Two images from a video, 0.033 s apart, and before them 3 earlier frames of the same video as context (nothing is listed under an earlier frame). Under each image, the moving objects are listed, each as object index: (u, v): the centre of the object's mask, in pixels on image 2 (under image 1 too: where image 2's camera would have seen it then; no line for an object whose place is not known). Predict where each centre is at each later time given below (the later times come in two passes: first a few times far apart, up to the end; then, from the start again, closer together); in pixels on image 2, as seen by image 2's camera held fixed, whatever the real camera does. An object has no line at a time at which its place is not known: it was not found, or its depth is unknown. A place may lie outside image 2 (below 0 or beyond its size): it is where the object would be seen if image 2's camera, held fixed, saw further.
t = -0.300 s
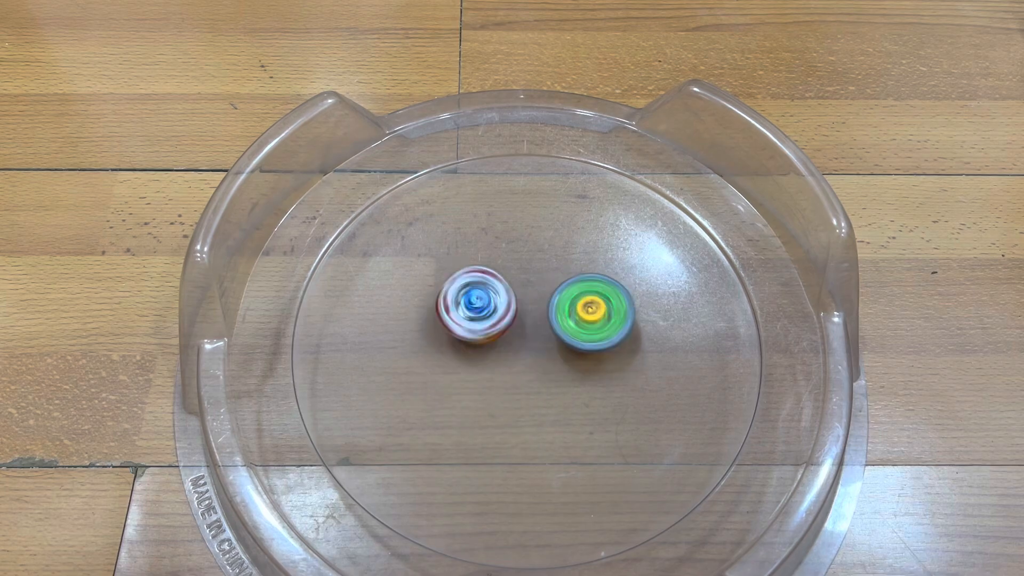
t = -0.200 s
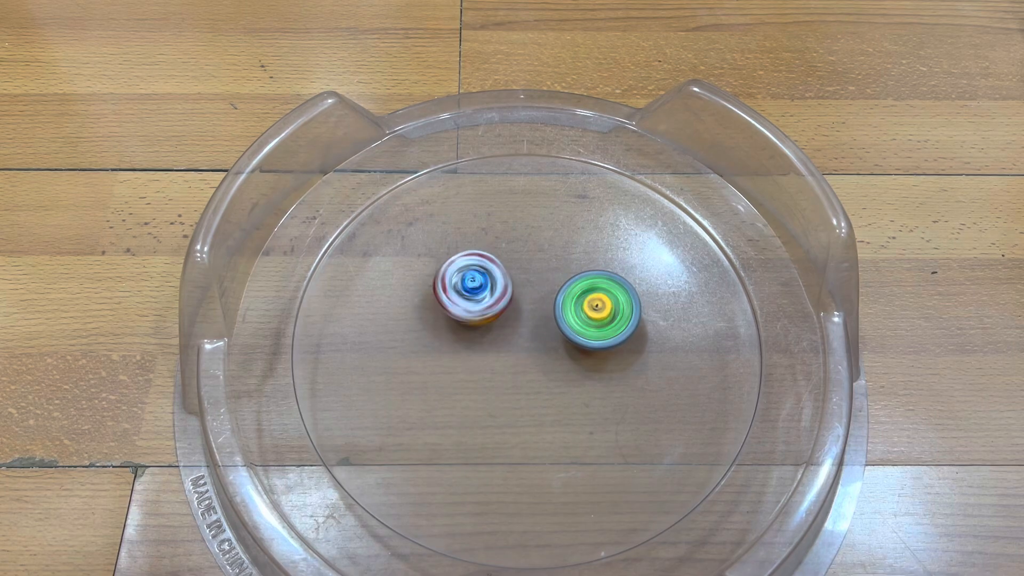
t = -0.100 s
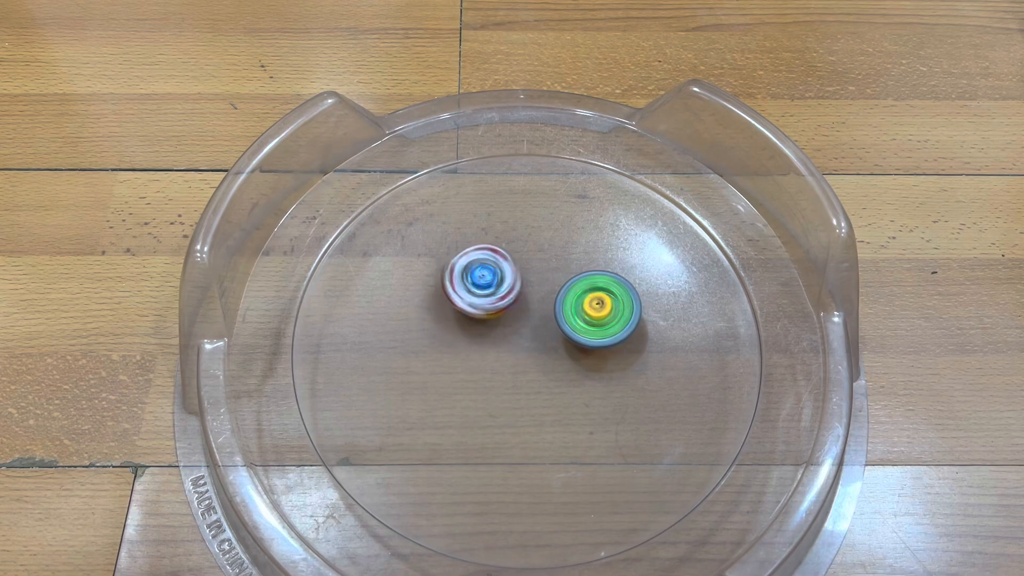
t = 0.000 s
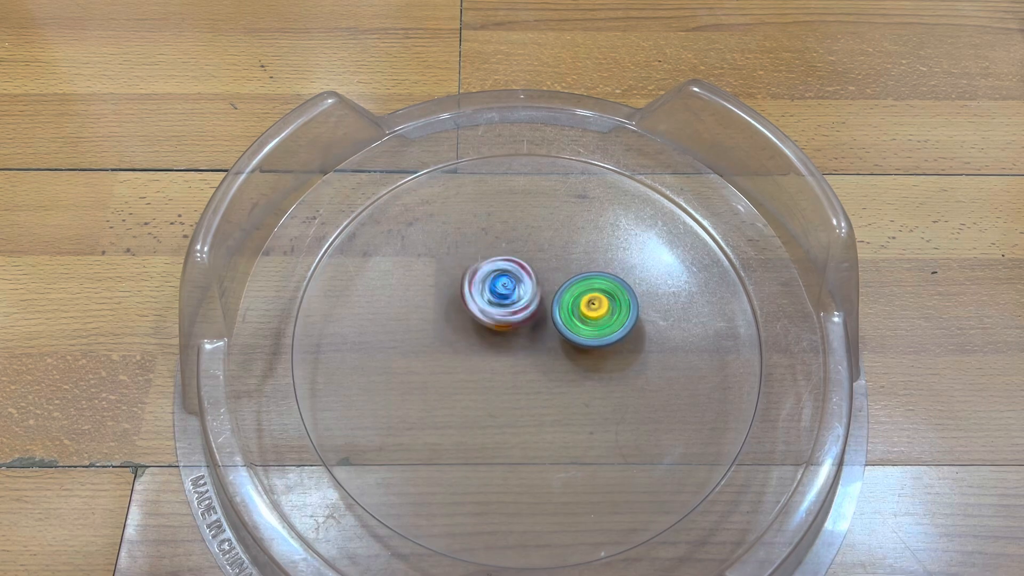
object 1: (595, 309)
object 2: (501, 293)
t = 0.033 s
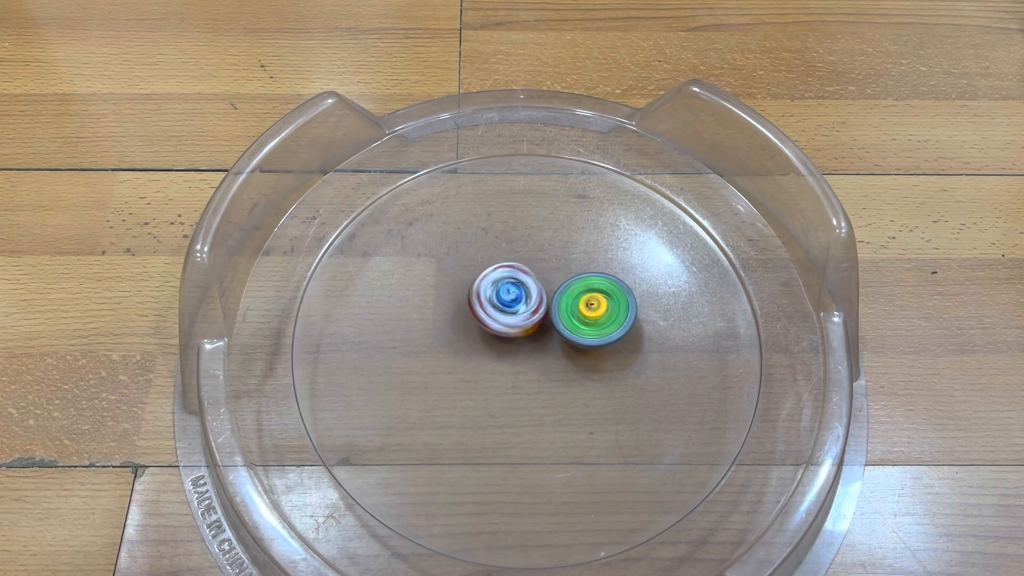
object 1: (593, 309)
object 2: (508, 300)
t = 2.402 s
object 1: (564, 296)
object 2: (464, 285)
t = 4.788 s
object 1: (567, 294)
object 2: (448, 336)
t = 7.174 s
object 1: (516, 289)
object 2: (561, 345)
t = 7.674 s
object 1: (486, 268)
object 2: (538, 366)
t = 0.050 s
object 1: (593, 310)
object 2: (510, 303)
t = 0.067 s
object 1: (596, 311)
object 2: (509, 306)
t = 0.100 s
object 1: (601, 312)
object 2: (504, 315)
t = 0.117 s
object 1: (601, 312)
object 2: (501, 318)
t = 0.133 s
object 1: (600, 312)
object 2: (499, 321)
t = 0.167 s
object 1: (599, 313)
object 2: (494, 328)
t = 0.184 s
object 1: (598, 313)
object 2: (491, 331)
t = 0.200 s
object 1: (598, 313)
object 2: (490, 333)
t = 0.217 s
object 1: (597, 313)
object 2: (488, 335)
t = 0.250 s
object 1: (596, 314)
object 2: (482, 340)
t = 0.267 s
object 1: (595, 314)
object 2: (480, 341)
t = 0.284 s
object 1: (594, 314)
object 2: (477, 343)
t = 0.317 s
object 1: (592, 314)
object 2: (474, 345)
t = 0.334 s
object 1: (591, 314)
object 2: (472, 347)
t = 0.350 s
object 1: (590, 314)
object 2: (471, 347)
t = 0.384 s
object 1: (587, 314)
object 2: (469, 349)
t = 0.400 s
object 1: (586, 314)
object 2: (469, 350)
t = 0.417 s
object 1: (585, 314)
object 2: (470, 351)
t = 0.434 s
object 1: (584, 314)
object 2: (470, 352)
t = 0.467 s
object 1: (581, 313)
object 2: (471, 353)
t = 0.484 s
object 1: (580, 313)
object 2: (471, 354)
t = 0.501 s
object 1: (579, 313)
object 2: (473, 355)
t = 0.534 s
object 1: (576, 312)
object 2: (476, 355)
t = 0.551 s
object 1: (575, 312)
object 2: (478, 356)
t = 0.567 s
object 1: (573, 312)
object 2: (480, 357)
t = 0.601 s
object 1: (571, 311)
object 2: (484, 357)
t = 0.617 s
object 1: (569, 311)
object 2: (487, 358)
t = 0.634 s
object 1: (568, 310)
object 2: (490, 360)
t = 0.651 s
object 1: (567, 310)
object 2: (493, 361)
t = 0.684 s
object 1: (564, 309)
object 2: (497, 364)
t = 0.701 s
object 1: (563, 308)
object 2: (500, 365)
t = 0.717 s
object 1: (562, 307)
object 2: (501, 366)
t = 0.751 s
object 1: (559, 306)
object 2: (505, 369)
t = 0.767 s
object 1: (558, 305)
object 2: (507, 368)
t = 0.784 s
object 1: (557, 305)
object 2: (509, 367)
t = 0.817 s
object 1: (554, 303)
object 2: (513, 368)
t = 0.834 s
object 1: (554, 302)
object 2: (516, 368)
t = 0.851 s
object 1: (552, 301)
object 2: (518, 368)
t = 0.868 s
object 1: (553, 297)
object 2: (520, 369)
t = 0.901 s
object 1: (555, 288)
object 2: (525, 372)
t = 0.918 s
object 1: (555, 285)
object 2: (527, 373)
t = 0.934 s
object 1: (556, 283)
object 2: (530, 375)
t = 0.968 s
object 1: (556, 280)
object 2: (532, 375)
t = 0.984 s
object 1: (555, 278)
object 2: (532, 376)
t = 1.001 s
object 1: (554, 277)
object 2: (534, 377)
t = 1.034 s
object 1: (553, 275)
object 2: (536, 377)
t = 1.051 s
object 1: (553, 274)
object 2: (536, 378)
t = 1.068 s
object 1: (553, 272)
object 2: (537, 377)
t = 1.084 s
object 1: (553, 271)
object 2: (538, 378)
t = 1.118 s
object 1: (552, 269)
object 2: (541, 378)
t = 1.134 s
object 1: (552, 268)
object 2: (541, 377)
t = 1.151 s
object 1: (552, 267)
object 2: (542, 377)
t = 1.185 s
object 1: (552, 265)
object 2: (542, 375)
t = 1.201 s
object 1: (552, 265)
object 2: (541, 376)
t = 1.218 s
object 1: (552, 264)
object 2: (543, 375)
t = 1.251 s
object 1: (553, 262)
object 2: (544, 370)
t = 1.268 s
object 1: (553, 262)
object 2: (542, 370)
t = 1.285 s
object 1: (553, 261)
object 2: (542, 369)
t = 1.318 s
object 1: (554, 260)
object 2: (543, 366)
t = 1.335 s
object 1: (554, 259)
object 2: (542, 365)
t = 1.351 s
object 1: (555, 259)
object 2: (541, 363)
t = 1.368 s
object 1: (555, 259)
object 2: (541, 361)
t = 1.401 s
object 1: (555, 259)
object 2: (540, 357)
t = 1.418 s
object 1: (556, 259)
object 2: (539, 355)
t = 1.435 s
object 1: (556, 259)
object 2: (538, 353)
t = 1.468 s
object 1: (557, 259)
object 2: (536, 349)
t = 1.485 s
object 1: (557, 259)
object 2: (535, 348)
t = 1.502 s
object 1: (557, 260)
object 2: (536, 346)
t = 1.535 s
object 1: (558, 260)
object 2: (534, 341)
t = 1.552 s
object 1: (558, 261)
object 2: (533, 339)
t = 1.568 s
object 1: (557, 262)
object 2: (533, 338)
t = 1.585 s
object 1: (558, 261)
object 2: (530, 336)
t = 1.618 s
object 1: (565, 255)
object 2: (520, 338)
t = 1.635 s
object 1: (567, 255)
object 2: (517, 338)
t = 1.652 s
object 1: (566, 256)
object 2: (513, 337)
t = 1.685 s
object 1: (565, 257)
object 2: (505, 335)
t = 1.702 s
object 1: (565, 258)
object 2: (502, 334)
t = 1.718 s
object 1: (566, 258)
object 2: (498, 333)
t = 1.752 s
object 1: (566, 260)
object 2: (490, 329)
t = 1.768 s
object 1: (565, 261)
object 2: (487, 326)
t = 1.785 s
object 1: (564, 261)
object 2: (485, 324)
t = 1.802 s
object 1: (564, 262)
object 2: (483, 321)
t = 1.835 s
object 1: (563, 263)
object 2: (481, 317)
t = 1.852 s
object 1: (563, 264)
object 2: (480, 314)
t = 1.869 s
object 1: (562, 265)
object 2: (479, 312)
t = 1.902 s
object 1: (560, 267)
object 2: (480, 308)
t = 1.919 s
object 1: (559, 267)
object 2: (480, 305)
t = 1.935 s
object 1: (559, 268)
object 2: (481, 304)
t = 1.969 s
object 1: (563, 269)
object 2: (479, 301)
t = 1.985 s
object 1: (564, 270)
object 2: (478, 299)
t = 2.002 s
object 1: (563, 272)
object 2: (477, 298)
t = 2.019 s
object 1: (561, 273)
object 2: (476, 297)
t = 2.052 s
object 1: (558, 274)
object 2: (476, 297)
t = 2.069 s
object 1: (558, 275)
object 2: (477, 296)
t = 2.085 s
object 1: (558, 275)
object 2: (476, 294)
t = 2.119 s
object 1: (562, 279)
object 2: (471, 292)
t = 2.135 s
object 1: (563, 281)
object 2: (470, 291)
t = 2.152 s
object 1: (561, 282)
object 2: (469, 291)
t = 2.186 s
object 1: (558, 283)
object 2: (469, 289)
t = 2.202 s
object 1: (558, 283)
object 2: (469, 289)
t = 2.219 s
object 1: (557, 283)
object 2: (469, 290)
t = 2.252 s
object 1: (556, 285)
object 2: (472, 291)
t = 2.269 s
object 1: (557, 286)
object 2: (470, 291)
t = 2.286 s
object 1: (563, 289)
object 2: (463, 288)
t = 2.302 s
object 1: (567, 291)
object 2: (460, 287)
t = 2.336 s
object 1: (570, 295)
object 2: (459, 286)
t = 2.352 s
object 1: (568, 296)
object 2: (460, 285)
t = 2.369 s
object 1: (566, 297)
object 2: (460, 285)
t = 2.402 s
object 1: (564, 296)
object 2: (464, 285)
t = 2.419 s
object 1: (564, 296)
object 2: (466, 287)
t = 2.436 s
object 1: (564, 296)
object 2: (468, 288)
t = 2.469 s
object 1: (563, 298)
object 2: (472, 291)
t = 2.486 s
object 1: (561, 298)
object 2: (476, 293)
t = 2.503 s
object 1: (562, 298)
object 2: (477, 295)
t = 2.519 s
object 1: (566, 300)
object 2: (477, 296)
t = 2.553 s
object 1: (571, 303)
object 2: (480, 300)
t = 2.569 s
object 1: (570, 304)
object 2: (482, 303)
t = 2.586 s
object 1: (569, 305)
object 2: (485, 306)
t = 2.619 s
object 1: (576, 306)
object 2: (479, 310)
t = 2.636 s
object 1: (578, 307)
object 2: (476, 312)
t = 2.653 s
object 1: (579, 308)
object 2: (474, 315)
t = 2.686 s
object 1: (577, 309)
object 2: (469, 321)
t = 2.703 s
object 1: (576, 309)
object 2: (467, 324)
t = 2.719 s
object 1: (575, 308)
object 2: (464, 325)
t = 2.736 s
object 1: (575, 307)
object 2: (463, 327)
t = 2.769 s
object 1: (576, 308)
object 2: (459, 331)
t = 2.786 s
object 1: (576, 309)
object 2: (458, 332)
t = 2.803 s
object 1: (575, 309)
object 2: (458, 333)
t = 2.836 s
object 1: (572, 308)
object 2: (456, 335)
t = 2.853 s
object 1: (572, 308)
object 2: (457, 337)
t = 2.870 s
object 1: (572, 308)
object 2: (459, 338)
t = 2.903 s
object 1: (572, 308)
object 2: (461, 341)
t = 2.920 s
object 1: (571, 309)
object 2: (462, 343)
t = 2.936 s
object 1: (569, 308)
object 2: (463, 344)
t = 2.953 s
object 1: (568, 307)
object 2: (465, 344)
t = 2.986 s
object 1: (568, 306)
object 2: (469, 348)
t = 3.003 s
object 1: (568, 307)
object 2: (472, 350)
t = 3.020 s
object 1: (568, 307)
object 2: (475, 352)
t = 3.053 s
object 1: (566, 307)
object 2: (479, 354)
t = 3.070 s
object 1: (565, 306)
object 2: (481, 356)
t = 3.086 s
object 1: (565, 306)
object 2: (484, 357)
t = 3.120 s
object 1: (564, 305)
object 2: (491, 361)
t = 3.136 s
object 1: (564, 305)
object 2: (495, 363)
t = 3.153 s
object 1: (563, 305)
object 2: (497, 365)
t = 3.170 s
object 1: (563, 305)
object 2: (499, 367)
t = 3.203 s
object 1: (562, 303)
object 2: (507, 371)
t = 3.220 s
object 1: (562, 303)
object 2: (509, 372)
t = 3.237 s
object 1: (561, 303)
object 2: (512, 374)
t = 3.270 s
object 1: (561, 303)
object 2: (518, 378)
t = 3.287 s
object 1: (560, 302)
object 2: (520, 380)
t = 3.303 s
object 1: (559, 301)
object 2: (522, 381)
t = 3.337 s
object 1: (559, 300)
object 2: (525, 384)
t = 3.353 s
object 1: (559, 300)
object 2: (527, 386)
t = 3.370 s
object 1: (559, 300)
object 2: (529, 386)
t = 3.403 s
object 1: (558, 299)
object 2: (532, 388)
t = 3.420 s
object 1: (558, 298)
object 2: (532, 389)
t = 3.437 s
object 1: (558, 298)
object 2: (534, 390)
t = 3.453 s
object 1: (558, 298)
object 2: (534, 389)
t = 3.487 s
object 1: (557, 297)
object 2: (536, 389)
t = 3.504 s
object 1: (557, 296)
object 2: (536, 389)
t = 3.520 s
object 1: (557, 296)
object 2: (536, 390)
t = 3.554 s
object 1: (557, 295)
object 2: (536, 386)
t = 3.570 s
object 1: (557, 295)
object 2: (535, 384)
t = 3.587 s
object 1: (557, 295)
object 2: (536, 382)
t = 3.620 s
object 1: (557, 294)
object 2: (536, 379)
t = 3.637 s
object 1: (557, 294)
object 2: (536, 375)
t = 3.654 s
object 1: (557, 294)
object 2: (535, 372)
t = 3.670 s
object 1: (559, 291)
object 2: (534, 373)
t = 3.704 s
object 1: (563, 285)
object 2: (532, 375)
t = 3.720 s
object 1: (564, 285)
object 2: (530, 374)
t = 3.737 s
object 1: (565, 286)
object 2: (528, 373)
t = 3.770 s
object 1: (563, 287)
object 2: (524, 372)
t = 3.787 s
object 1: (562, 287)
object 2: (523, 372)
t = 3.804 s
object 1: (561, 286)
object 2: (521, 370)
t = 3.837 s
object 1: (561, 284)
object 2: (517, 366)
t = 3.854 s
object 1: (562, 284)
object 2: (515, 363)
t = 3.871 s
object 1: (563, 285)
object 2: (515, 362)
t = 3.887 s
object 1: (562, 286)
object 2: (513, 359)
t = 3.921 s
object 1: (561, 286)
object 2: (510, 352)
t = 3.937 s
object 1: (563, 285)
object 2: (508, 351)
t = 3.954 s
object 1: (564, 286)
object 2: (508, 349)
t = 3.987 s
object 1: (564, 288)
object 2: (504, 345)
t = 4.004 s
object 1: (563, 289)
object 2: (502, 344)
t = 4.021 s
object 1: (564, 289)
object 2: (497, 343)
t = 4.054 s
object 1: (563, 290)
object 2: (489, 341)
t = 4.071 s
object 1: (563, 290)
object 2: (485, 338)
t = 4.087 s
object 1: (562, 290)
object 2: (481, 336)
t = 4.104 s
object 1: (561, 290)
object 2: (477, 334)
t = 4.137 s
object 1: (560, 289)
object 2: (472, 328)
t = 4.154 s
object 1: (560, 288)
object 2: (470, 324)
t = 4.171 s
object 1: (560, 288)
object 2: (469, 321)
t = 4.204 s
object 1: (561, 288)
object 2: (468, 315)
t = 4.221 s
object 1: (560, 289)
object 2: (469, 312)
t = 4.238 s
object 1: (559, 289)
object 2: (470, 309)
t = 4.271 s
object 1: (558, 288)
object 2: (473, 305)
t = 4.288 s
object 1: (558, 287)
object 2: (477, 303)
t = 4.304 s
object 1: (568, 287)
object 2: (475, 300)
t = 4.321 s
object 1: (570, 289)
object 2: (474, 299)
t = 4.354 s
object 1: (570, 292)
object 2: (475, 298)
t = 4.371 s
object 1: (568, 293)
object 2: (474, 298)
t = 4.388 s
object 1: (566, 293)
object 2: (473, 299)
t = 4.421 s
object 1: (562, 291)
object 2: (474, 301)
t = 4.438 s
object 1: (563, 289)
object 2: (475, 301)
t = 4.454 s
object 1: (564, 289)
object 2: (477, 301)
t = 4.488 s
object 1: (566, 289)
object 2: (480, 303)
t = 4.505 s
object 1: (566, 290)
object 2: (481, 305)
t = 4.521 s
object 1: (565, 291)
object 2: (482, 307)
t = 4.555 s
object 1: (567, 292)
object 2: (482, 310)
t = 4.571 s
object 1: (568, 294)
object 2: (482, 312)
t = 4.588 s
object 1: (568, 296)
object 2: (484, 314)
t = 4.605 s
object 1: (566, 296)
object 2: (485, 315)
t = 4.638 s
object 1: (574, 295)
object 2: (476, 321)
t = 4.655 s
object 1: (576, 296)
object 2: (472, 325)
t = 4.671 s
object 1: (576, 298)
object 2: (469, 327)
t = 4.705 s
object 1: (572, 300)
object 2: (462, 330)
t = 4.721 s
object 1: (569, 300)
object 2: (459, 332)
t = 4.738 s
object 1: (567, 299)
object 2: (454, 334)
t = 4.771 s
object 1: (566, 295)
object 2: (449, 335)
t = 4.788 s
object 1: (567, 294)
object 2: (448, 336)
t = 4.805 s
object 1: (568, 293)
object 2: (446, 336)
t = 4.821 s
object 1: (568, 293)
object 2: (445, 337)
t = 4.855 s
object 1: (567, 294)
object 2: (446, 339)
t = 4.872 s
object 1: (567, 294)
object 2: (446, 340)
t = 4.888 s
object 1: (565, 293)
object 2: (446, 340)
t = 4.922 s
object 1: (565, 294)
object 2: (447, 342)
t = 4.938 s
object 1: (564, 294)
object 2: (449, 342)
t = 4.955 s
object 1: (563, 295)
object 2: (452, 343)
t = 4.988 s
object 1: (561, 295)
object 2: (456, 344)
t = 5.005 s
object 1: (561, 294)
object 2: (458, 345)
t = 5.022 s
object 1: (561, 294)
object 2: (462, 347)
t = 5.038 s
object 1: (559, 293)
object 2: (466, 347)
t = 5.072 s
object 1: (557, 293)
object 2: (472, 350)
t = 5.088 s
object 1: (555, 292)
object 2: (476, 352)
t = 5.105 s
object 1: (555, 291)
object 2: (480, 355)
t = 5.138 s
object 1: (555, 290)
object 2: (489, 359)
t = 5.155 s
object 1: (554, 290)
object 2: (491, 360)
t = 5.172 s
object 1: (552, 289)
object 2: (494, 362)
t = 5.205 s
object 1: (551, 287)
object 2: (502, 367)
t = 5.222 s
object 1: (552, 286)
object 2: (506, 369)
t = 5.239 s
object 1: (553, 287)
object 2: (509, 370)
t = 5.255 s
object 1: (554, 287)
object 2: (511, 372)
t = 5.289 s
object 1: (552, 286)
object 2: (518, 377)
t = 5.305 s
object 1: (552, 285)
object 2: (522, 379)
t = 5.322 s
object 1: (551, 286)
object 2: (525, 381)
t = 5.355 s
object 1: (550, 286)
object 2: (529, 384)
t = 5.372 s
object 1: (549, 287)
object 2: (532, 386)
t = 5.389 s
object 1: (548, 287)
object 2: (535, 388)
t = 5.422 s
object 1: (544, 287)
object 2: (539, 390)
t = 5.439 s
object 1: (542, 286)
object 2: (540, 390)
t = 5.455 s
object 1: (542, 285)
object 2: (541, 391)
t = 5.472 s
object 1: (541, 284)
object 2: (542, 393)
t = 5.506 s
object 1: (540, 282)
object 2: (544, 391)
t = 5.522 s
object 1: (540, 282)
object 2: (544, 390)
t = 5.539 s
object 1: (540, 282)
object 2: (544, 390)
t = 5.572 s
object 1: (539, 281)
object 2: (545, 387)
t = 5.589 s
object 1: (538, 280)
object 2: (546, 386)
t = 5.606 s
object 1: (538, 280)
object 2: (546, 383)
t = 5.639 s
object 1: (538, 283)
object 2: (547, 379)
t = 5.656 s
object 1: (537, 283)
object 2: (548, 375)
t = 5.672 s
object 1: (536, 284)
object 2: (550, 374)
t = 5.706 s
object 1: (534, 283)
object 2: (553, 369)
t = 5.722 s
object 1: (533, 284)
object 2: (553, 367)
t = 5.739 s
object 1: (532, 284)
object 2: (554, 365)
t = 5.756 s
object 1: (532, 285)
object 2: (554, 361)
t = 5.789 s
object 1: (531, 285)
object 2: (555, 358)
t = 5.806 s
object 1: (531, 284)
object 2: (556, 357)
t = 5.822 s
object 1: (530, 284)
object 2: (555, 353)
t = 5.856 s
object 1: (530, 284)
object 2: (554, 352)
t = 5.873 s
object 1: (529, 278)
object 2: (556, 356)
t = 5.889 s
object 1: (525, 272)
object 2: (556, 357)
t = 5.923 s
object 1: (518, 264)
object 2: (554, 357)
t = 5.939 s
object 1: (514, 262)
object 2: (554, 357)
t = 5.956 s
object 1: (509, 259)
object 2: (552, 356)
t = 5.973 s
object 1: (504, 258)
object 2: (552, 357)
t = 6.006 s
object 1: (497, 255)
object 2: (552, 355)
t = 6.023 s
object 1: (493, 254)
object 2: (551, 353)
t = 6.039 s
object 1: (491, 252)
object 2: (548, 352)
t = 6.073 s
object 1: (488, 248)
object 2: (546, 354)
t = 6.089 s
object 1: (487, 247)
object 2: (547, 353)
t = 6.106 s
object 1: (487, 246)
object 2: (546, 352)
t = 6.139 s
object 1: (486, 246)
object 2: (540, 349)
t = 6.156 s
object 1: (487, 246)
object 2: (538, 349)
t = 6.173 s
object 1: (486, 247)
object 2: (536, 348)
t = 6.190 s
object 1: (485, 248)
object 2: (534, 347)
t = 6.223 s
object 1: (483, 248)
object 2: (528, 342)
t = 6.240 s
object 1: (482, 248)
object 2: (526, 339)
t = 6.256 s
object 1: (482, 247)
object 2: (524, 336)
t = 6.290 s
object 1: (480, 249)
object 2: (522, 331)
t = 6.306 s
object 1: (480, 250)
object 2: (521, 329)
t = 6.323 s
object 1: (479, 251)
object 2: (521, 326)
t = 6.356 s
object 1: (479, 253)
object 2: (521, 320)
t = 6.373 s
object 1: (480, 253)
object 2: (520, 317)
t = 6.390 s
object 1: (480, 252)
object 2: (522, 315)
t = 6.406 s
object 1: (481, 251)
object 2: (522, 313)
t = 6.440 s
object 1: (482, 253)
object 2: (525, 309)
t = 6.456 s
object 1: (482, 253)
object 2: (525, 306)
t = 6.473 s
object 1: (482, 253)
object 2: (527, 303)
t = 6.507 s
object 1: (481, 253)
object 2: (529, 298)
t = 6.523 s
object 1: (481, 253)
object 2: (530, 297)
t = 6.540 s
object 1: (481, 254)
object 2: (532, 296)
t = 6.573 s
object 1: (477, 254)
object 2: (538, 295)
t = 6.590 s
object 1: (475, 256)
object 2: (541, 295)
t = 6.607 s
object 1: (473, 257)
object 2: (542, 295)
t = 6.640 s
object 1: (470, 260)
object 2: (546, 297)
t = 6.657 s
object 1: (468, 261)
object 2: (548, 299)
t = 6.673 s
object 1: (467, 261)
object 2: (550, 301)
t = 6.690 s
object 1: (466, 261)
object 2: (552, 303)
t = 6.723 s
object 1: (465, 261)
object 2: (553, 307)
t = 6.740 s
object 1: (465, 260)
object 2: (553, 308)
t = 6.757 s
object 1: (464, 261)
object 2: (554, 310)
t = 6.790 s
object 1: (466, 262)
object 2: (552, 315)
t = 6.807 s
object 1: (467, 263)
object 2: (552, 318)
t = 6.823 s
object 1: (469, 265)
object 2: (554, 319)
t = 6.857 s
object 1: (472, 270)
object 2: (555, 320)
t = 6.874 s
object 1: (473, 273)
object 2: (556, 320)
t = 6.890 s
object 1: (473, 275)
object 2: (554, 321)
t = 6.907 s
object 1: (472, 277)
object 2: (553, 323)
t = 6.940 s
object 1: (470, 282)
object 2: (554, 328)
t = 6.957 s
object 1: (470, 282)
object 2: (554, 330)
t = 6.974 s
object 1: (469, 282)
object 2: (556, 332)
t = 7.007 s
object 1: (470, 285)
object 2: (558, 333)
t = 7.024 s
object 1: (471, 286)
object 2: (558, 333)
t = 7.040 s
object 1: (474, 288)
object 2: (557, 335)
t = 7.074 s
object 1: (480, 291)
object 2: (557, 339)
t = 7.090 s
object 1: (485, 293)
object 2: (558, 341)
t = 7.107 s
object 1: (491, 294)
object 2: (560, 343)
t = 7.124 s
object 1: (497, 295)
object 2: (561, 344)
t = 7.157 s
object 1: (510, 292)
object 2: (562, 344)
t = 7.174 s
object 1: (516, 289)
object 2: (561, 345)
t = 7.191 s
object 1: (521, 286)
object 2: (560, 346)
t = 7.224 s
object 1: (526, 279)
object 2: (562, 351)
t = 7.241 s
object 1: (526, 276)
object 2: (563, 352)
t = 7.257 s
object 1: (525, 272)
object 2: (564, 353)
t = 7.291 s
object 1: (521, 267)
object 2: (562, 352)
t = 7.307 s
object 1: (518, 265)
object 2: (560, 353)
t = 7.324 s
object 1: (516, 264)
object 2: (558, 354)
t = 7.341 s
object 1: (514, 263)
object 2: (557, 356)
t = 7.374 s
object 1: (510, 262)
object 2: (558, 359)
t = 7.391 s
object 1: (508, 261)
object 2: (559, 360)
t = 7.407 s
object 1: (506, 261)
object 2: (560, 359)
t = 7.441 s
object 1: (503, 261)
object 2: (558, 357)
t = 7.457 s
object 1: (502, 261)
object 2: (555, 357)
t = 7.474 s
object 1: (501, 261)
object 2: (550, 358)
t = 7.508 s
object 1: (498, 261)
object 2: (548, 360)
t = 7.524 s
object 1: (497, 261)
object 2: (548, 362)
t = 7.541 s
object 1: (496, 262)
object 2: (549, 363)
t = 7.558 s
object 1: (494, 262)
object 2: (549, 362)
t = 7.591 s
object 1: (491, 263)
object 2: (546, 360)
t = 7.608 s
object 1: (490, 264)
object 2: (544, 360)
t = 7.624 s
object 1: (489, 265)
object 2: (541, 362)
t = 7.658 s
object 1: (487, 267)
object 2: (538, 364)
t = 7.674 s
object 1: (486, 268)
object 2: (538, 366)
